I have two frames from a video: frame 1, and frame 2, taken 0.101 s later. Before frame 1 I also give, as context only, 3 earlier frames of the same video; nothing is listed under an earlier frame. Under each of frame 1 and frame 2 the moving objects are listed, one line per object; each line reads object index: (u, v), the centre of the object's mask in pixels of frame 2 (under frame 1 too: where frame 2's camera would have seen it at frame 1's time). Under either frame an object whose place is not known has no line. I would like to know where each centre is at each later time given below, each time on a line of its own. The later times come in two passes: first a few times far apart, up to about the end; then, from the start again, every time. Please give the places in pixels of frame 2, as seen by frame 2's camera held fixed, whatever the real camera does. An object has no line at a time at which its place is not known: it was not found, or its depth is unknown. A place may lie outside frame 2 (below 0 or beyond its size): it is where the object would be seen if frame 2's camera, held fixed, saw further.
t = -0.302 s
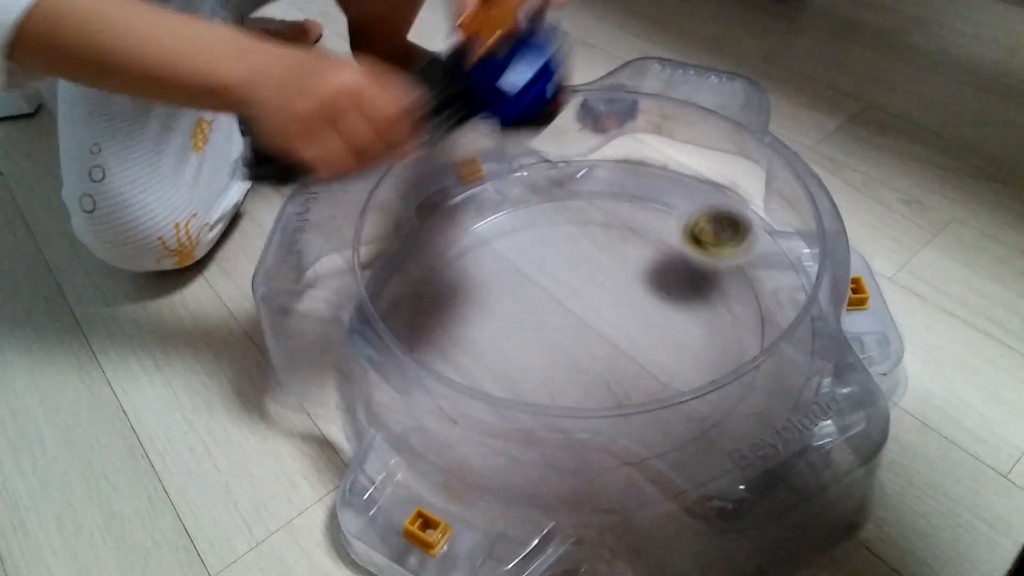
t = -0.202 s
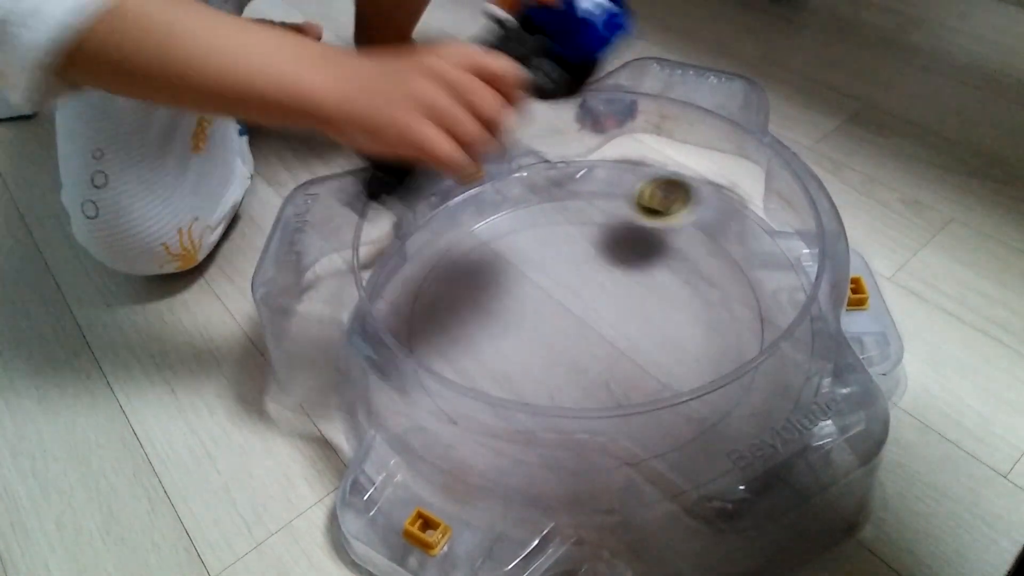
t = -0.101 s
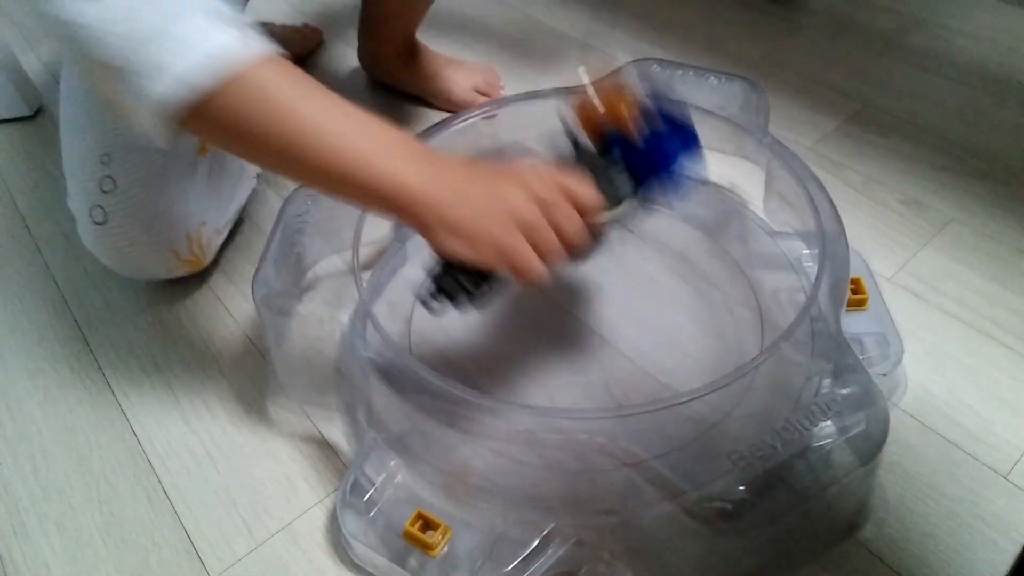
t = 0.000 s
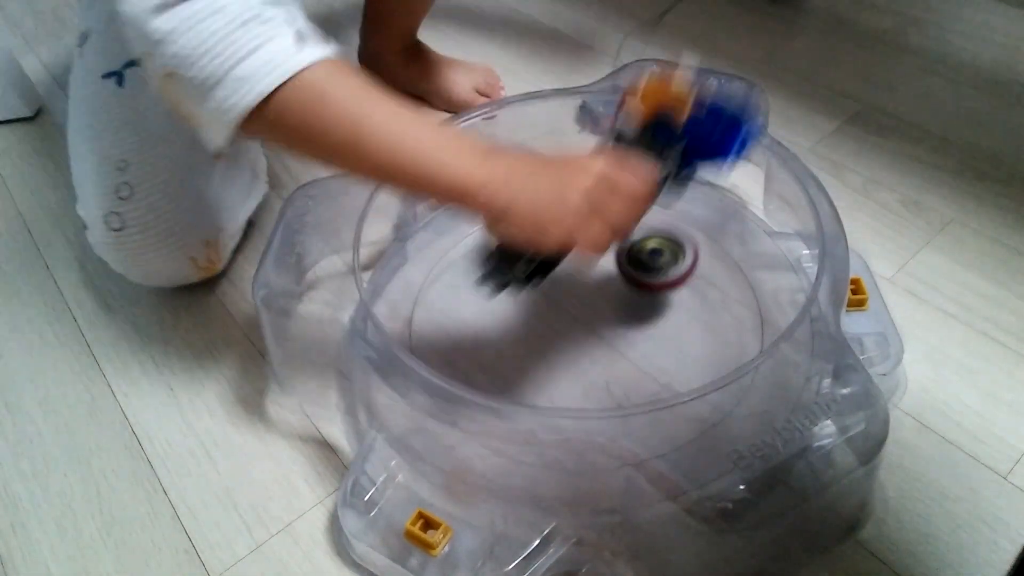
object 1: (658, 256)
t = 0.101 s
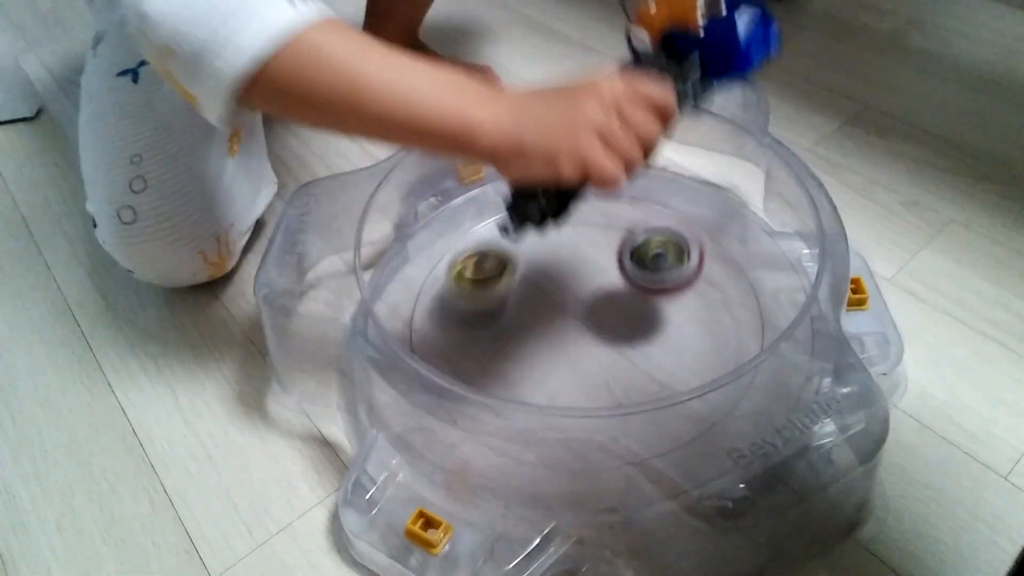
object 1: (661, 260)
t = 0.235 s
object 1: (633, 307)
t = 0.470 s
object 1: (581, 327)
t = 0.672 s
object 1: (607, 317)
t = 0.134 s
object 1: (659, 282)
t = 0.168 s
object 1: (653, 286)
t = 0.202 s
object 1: (644, 292)
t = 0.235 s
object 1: (633, 307)
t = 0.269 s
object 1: (624, 310)
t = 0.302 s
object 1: (613, 316)
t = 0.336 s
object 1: (603, 321)
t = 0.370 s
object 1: (594, 323)
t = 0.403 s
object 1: (588, 326)
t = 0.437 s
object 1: (583, 327)
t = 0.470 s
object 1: (581, 327)
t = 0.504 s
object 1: (581, 326)
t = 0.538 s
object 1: (584, 325)
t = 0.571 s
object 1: (588, 324)
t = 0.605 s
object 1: (593, 322)
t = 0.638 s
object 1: (600, 320)
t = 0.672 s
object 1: (607, 317)
